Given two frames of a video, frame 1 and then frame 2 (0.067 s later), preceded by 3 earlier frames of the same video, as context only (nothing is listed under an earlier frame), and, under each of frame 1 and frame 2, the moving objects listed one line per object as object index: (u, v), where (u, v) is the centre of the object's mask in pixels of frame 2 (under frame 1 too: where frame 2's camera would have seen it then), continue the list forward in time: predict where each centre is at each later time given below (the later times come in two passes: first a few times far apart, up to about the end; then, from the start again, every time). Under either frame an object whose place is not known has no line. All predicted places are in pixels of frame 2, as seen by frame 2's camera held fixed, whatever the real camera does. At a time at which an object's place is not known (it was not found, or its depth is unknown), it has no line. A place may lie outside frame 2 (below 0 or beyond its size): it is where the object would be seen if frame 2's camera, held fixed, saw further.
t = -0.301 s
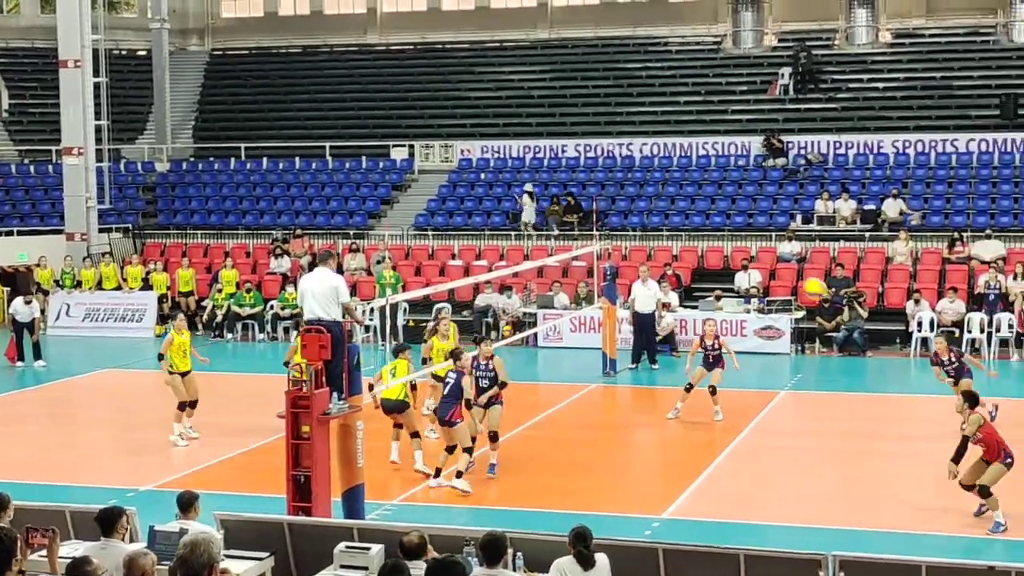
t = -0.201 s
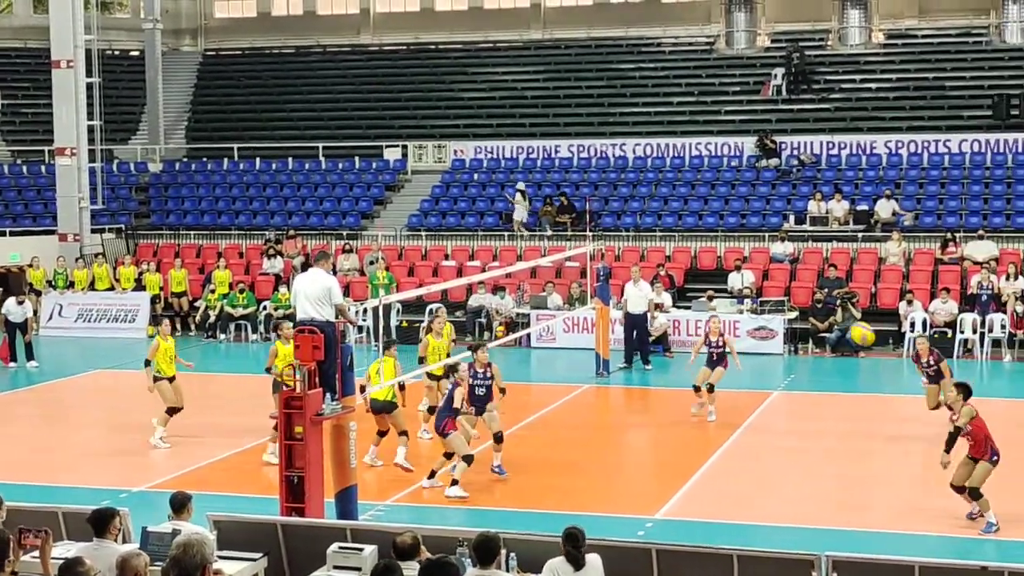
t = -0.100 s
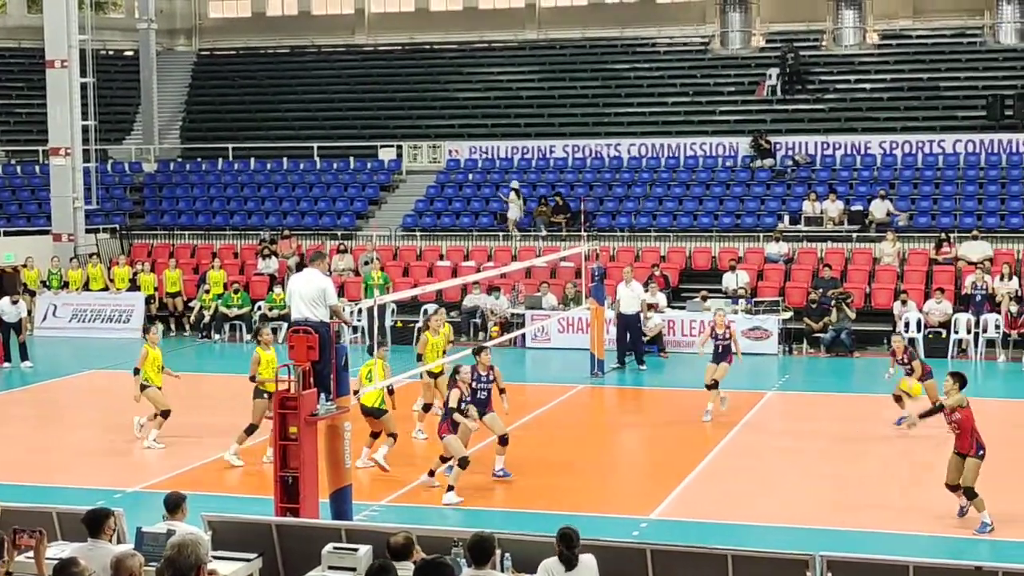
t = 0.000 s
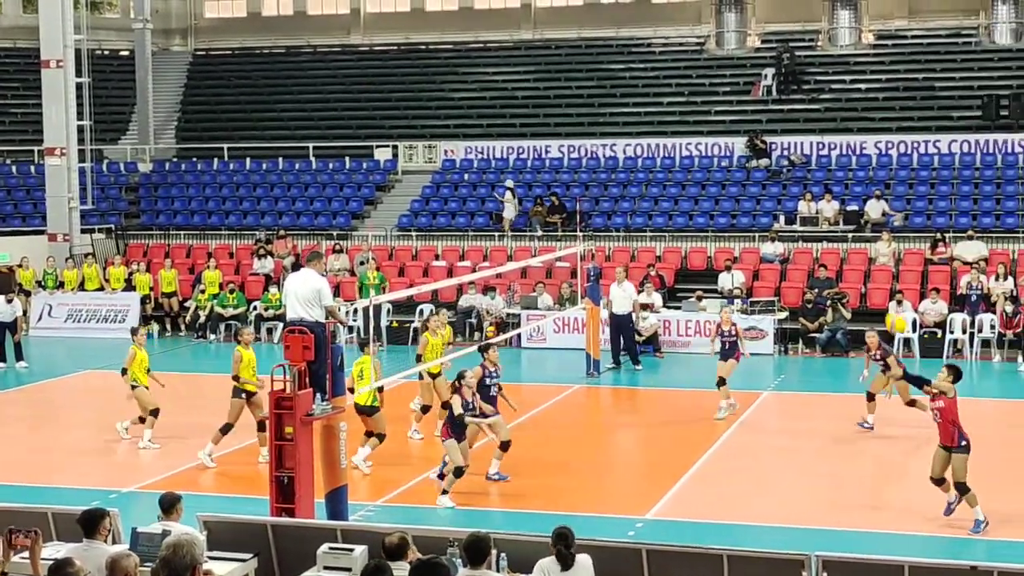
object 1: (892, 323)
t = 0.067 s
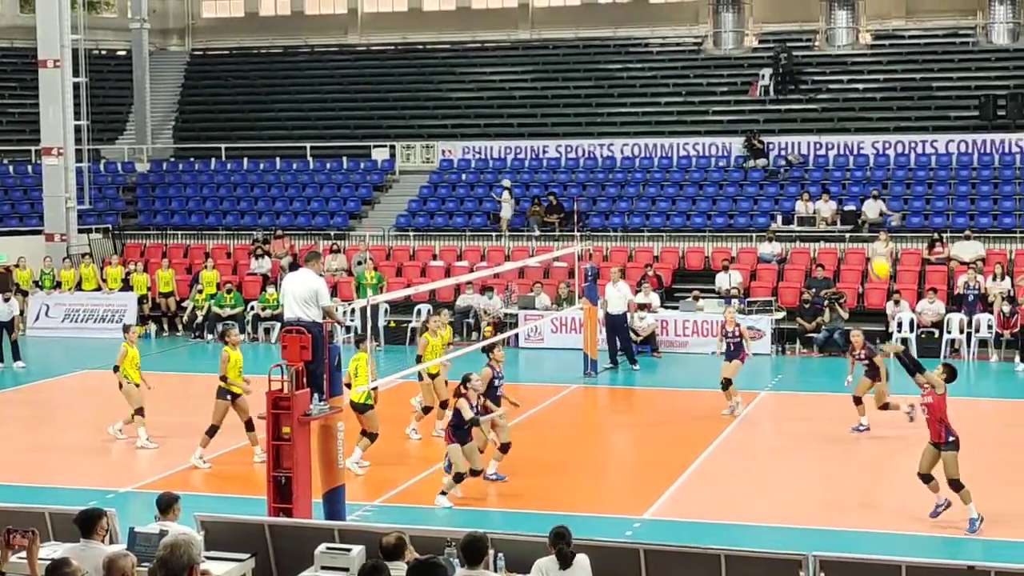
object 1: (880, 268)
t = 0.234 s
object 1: (846, 159)
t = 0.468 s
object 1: (805, 62)
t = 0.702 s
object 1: (771, 21)
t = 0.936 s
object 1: (741, 30)
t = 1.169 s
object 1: (715, 83)
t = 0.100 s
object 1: (872, 242)
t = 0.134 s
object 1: (865, 221)
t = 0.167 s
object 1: (858, 197)
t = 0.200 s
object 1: (852, 179)
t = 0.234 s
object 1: (846, 159)
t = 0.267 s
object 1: (841, 140)
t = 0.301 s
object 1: (833, 125)
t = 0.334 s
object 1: (827, 110)
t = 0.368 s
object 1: (822, 96)
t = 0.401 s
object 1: (816, 83)
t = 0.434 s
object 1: (810, 72)
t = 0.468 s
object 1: (805, 62)
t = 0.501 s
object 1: (800, 53)
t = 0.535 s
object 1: (795, 44)
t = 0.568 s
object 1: (790, 37)
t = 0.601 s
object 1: (786, 32)
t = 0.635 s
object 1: (781, 27)
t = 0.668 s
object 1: (775, 24)
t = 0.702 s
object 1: (771, 21)
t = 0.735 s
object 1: (767, 19)
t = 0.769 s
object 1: (763, 19)
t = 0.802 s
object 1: (758, 19)
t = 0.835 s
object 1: (754, 20)
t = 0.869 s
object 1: (750, 24)
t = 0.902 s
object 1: (745, 27)
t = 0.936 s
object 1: (741, 30)
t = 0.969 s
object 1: (738, 35)
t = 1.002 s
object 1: (734, 41)
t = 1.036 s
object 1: (730, 49)
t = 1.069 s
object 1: (726, 56)
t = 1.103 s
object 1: (722, 64)
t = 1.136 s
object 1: (719, 73)
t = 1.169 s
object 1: (715, 83)
